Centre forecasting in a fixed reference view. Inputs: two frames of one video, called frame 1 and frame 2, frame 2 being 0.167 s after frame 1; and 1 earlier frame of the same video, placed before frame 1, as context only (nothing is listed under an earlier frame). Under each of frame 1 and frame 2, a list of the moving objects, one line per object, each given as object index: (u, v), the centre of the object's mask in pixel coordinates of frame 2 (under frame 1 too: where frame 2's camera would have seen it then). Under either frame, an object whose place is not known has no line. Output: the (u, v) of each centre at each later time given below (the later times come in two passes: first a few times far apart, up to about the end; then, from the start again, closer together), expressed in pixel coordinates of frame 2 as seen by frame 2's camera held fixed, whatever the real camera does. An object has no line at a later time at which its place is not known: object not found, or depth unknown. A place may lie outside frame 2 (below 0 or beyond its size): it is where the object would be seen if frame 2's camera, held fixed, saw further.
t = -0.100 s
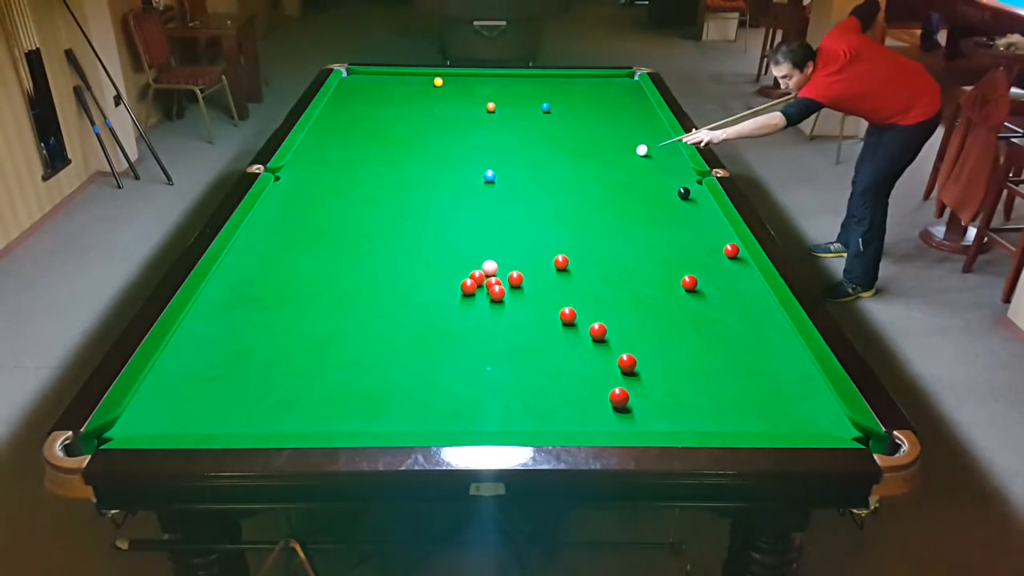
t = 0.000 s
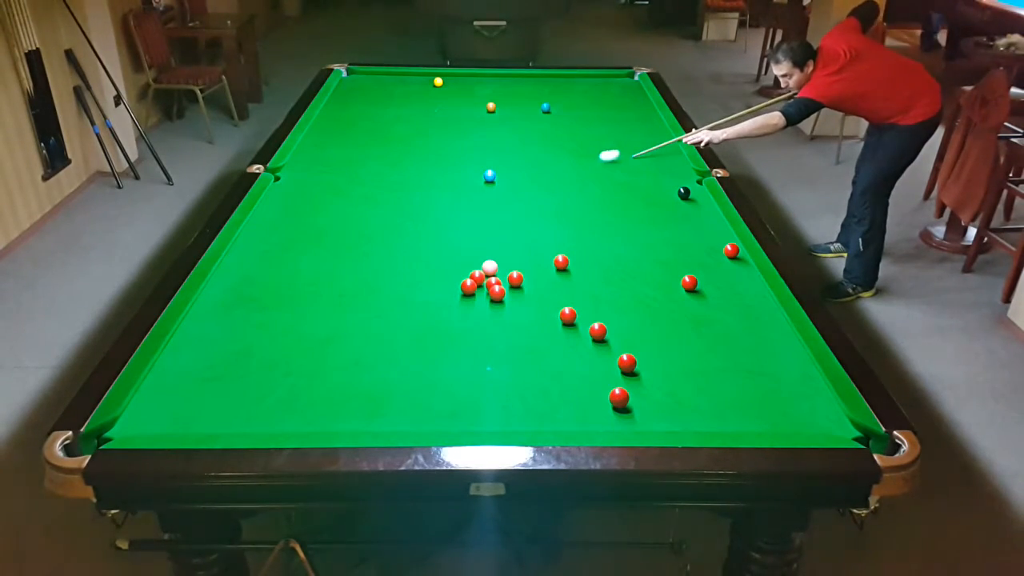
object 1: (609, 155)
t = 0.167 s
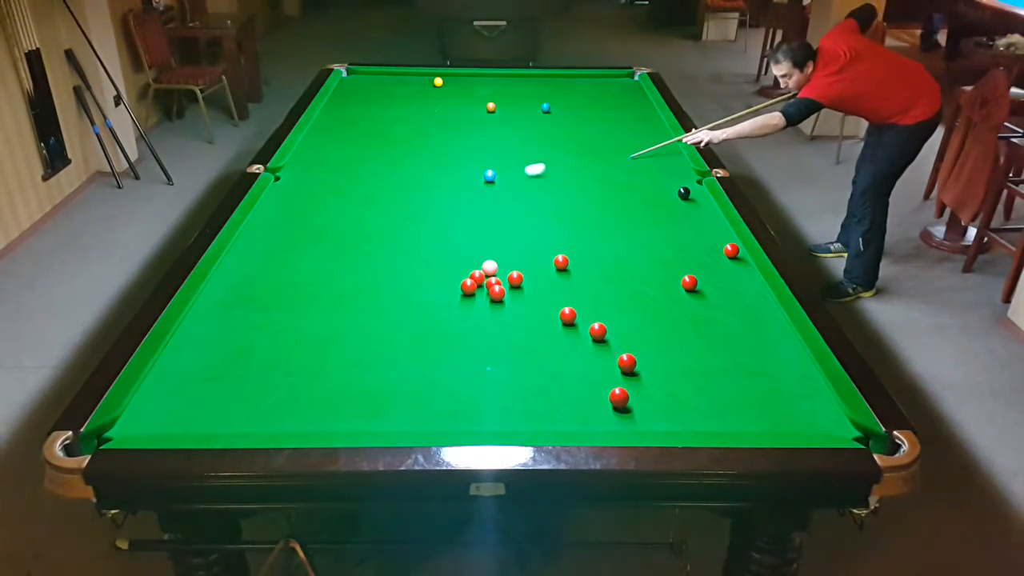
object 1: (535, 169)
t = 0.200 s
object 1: (521, 172)
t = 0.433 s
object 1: (493, 190)
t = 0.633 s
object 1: (483, 205)
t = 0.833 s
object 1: (472, 220)
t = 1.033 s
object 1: (461, 237)
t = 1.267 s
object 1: (447, 258)
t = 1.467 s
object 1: (434, 277)
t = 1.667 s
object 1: (421, 298)
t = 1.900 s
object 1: (405, 323)
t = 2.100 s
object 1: (390, 346)
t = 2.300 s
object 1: (375, 371)
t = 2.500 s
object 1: (359, 398)
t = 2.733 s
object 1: (340, 424)
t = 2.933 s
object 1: (339, 409)
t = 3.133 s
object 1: (338, 392)
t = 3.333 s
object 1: (337, 378)
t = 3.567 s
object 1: (336, 364)
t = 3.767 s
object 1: (336, 353)
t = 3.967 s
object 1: (335, 343)
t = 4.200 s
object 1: (334, 334)
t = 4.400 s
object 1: (334, 328)
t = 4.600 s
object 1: (333, 322)
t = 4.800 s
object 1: (333, 318)
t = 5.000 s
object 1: (331, 315)
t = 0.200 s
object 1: (521, 172)
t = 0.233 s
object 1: (507, 174)
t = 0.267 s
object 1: (501, 177)
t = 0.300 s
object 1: (499, 180)
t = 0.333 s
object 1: (498, 183)
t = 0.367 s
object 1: (496, 185)
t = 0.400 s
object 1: (495, 187)
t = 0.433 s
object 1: (493, 190)
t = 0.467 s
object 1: (491, 192)
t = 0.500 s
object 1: (490, 194)
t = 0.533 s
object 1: (488, 197)
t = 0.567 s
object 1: (486, 200)
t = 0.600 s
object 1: (484, 202)
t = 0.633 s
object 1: (483, 205)
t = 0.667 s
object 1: (481, 207)
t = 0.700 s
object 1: (479, 210)
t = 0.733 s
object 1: (477, 212)
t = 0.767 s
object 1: (476, 215)
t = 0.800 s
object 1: (474, 218)
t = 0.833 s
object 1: (472, 220)
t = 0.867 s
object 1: (470, 223)
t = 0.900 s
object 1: (468, 226)
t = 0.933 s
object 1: (466, 229)
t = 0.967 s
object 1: (464, 232)
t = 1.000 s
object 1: (462, 234)
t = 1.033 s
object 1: (461, 237)
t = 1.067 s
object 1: (459, 240)
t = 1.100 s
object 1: (457, 243)
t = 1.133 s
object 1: (455, 246)
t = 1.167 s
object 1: (453, 249)
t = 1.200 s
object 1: (451, 252)
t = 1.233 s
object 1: (449, 255)
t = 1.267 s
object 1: (447, 258)
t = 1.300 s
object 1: (445, 261)
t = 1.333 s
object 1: (443, 264)
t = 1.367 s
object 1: (441, 268)
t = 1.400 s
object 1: (438, 271)
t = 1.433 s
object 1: (436, 274)
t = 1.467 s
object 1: (434, 277)
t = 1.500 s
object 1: (432, 280)
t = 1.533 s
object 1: (430, 284)
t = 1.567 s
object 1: (428, 287)
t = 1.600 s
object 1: (425, 291)
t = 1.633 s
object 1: (423, 294)
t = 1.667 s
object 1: (421, 298)
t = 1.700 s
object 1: (419, 301)
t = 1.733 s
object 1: (417, 305)
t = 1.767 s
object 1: (414, 308)
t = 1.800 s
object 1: (412, 312)
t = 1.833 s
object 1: (410, 315)
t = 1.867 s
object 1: (407, 319)
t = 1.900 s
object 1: (405, 323)
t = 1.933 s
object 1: (402, 327)
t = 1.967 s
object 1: (400, 330)
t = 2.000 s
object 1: (398, 334)
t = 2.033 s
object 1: (395, 338)
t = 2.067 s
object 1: (393, 342)
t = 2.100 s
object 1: (390, 346)
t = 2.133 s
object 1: (388, 350)
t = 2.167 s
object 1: (385, 354)
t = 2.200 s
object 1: (383, 359)
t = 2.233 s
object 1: (380, 363)
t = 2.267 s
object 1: (378, 367)
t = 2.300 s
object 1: (375, 371)
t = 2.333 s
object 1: (372, 375)
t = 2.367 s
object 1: (370, 380)
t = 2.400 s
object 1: (367, 384)
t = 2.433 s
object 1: (364, 388)
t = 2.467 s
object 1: (362, 393)
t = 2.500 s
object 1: (359, 398)
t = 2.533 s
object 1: (356, 402)
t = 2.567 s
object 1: (353, 407)
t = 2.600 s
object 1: (350, 411)
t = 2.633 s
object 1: (347, 416)
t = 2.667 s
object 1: (345, 419)
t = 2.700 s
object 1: (342, 423)
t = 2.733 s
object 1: (340, 424)
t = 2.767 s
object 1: (340, 422)
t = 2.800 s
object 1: (339, 420)
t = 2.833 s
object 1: (339, 418)
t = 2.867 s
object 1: (339, 415)
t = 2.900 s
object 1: (339, 412)
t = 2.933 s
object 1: (339, 409)
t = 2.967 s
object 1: (339, 406)
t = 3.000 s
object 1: (339, 403)
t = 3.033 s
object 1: (339, 400)
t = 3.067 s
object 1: (339, 397)
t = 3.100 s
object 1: (338, 395)
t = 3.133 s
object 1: (338, 392)
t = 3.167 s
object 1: (338, 390)
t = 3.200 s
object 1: (338, 387)
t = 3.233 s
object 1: (338, 385)
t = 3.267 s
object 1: (338, 383)
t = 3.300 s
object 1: (338, 380)
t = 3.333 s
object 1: (337, 378)
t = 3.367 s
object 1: (337, 376)
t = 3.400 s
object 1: (337, 374)
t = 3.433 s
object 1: (337, 371)
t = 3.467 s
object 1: (337, 369)
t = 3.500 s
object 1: (337, 367)
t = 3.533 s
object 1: (336, 365)
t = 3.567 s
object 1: (336, 364)
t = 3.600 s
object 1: (336, 362)
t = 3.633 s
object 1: (336, 360)
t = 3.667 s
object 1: (336, 358)
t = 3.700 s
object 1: (336, 356)
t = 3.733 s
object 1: (336, 355)
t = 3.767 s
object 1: (336, 353)
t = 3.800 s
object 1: (335, 351)
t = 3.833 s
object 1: (335, 350)
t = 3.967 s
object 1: (335, 343)
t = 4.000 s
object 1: (335, 343)
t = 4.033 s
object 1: (335, 341)
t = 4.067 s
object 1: (335, 339)
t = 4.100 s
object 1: (335, 338)
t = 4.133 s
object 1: (334, 337)
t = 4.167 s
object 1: (334, 335)
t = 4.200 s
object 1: (334, 334)
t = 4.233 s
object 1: (335, 333)
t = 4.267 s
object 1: (334, 332)
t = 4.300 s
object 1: (334, 331)
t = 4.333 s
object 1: (334, 330)
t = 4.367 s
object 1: (334, 329)
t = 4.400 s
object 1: (334, 328)
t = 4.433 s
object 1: (334, 327)
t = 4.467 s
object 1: (334, 326)
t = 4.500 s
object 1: (334, 325)
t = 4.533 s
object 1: (333, 324)
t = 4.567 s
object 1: (333, 323)
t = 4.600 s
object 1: (333, 322)
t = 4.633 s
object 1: (333, 321)
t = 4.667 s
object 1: (333, 321)
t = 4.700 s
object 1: (333, 320)
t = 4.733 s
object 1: (333, 319)
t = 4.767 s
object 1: (333, 319)
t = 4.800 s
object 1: (333, 318)
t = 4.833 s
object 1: (332, 317)
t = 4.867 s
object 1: (332, 317)
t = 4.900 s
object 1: (332, 316)
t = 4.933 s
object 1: (331, 316)
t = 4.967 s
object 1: (331, 315)
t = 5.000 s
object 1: (331, 315)
